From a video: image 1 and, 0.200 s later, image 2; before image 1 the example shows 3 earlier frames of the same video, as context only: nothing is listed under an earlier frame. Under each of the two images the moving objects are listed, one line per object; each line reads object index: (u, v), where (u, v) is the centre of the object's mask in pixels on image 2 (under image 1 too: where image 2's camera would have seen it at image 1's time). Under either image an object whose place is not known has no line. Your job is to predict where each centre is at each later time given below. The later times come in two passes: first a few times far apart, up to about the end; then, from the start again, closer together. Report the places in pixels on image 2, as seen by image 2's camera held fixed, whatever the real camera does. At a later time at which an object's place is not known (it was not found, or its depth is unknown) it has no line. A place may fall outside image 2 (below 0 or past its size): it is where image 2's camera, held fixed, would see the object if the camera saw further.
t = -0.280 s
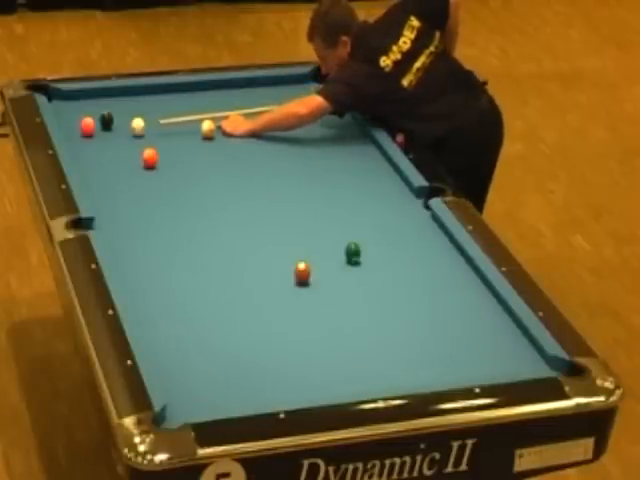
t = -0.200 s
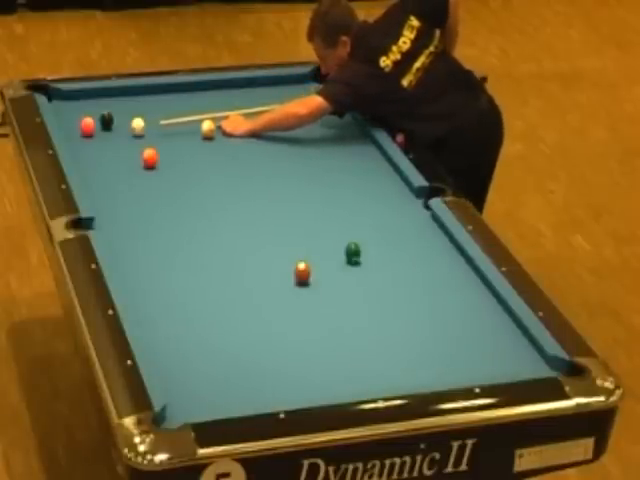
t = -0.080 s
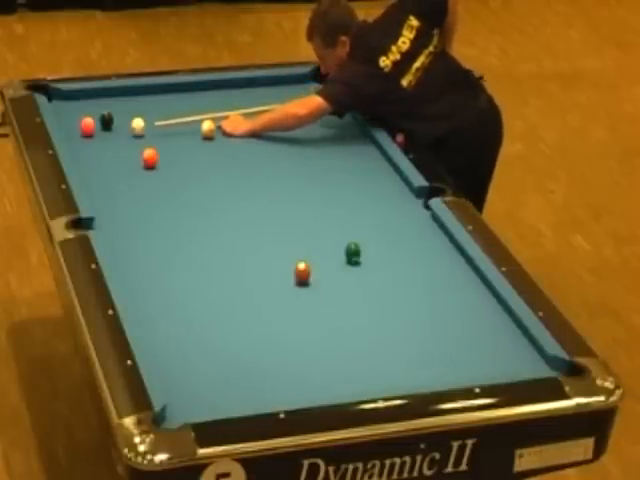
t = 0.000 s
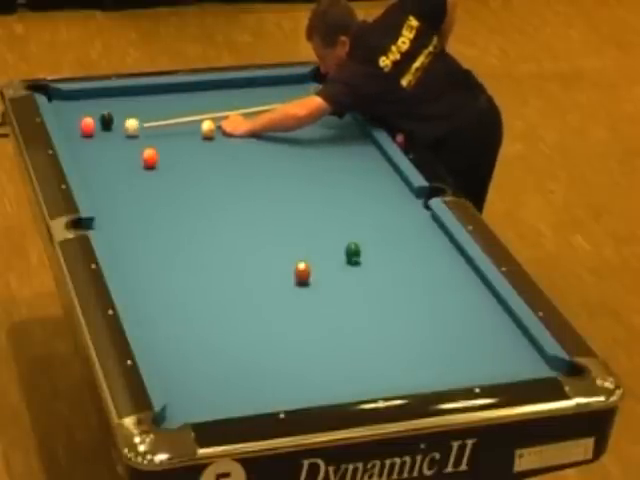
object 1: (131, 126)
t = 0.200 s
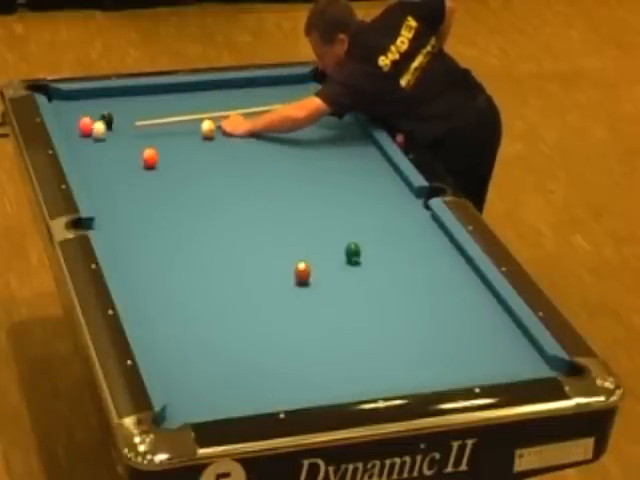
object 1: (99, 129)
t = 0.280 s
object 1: (93, 131)
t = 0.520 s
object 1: (75, 140)
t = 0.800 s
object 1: (85, 146)
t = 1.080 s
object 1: (102, 152)
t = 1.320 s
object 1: (116, 157)
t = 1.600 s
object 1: (131, 162)
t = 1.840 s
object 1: (143, 166)
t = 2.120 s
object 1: (156, 171)
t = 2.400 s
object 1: (168, 174)
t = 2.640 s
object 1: (176, 177)
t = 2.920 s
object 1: (186, 180)
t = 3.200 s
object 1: (194, 183)
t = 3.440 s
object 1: (199, 184)
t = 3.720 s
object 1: (205, 187)
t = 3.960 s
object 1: (208, 188)
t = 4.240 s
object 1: (211, 189)
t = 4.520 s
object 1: (214, 189)
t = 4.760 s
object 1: (214, 189)
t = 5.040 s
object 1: (214, 189)
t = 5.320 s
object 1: (214, 189)
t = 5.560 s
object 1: (214, 189)
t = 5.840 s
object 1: (214, 189)
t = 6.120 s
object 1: (214, 190)
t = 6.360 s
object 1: (214, 190)
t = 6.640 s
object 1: (213, 189)
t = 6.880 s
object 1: (213, 189)
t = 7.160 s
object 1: (213, 189)
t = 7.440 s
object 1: (213, 189)
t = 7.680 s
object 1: (213, 189)
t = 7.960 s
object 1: (213, 189)
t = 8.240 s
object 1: (213, 190)
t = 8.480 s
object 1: (213, 189)
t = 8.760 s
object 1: (214, 189)
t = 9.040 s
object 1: (213, 189)
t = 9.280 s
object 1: (213, 189)
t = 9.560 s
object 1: (213, 189)
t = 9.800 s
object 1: (213, 189)
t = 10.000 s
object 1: (213, 189)
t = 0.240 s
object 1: (96, 130)
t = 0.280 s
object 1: (93, 131)
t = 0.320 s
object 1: (90, 133)
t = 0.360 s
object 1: (87, 135)
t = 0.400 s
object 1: (84, 135)
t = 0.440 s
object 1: (80, 137)
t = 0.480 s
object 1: (77, 138)
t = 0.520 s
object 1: (75, 140)
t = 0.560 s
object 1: (72, 140)
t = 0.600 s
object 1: (72, 142)
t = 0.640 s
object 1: (75, 142)
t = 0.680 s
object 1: (77, 143)
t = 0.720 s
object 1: (79, 145)
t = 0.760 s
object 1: (82, 145)
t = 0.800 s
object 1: (85, 146)
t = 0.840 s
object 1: (87, 147)
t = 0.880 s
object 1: (90, 148)
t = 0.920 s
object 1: (92, 149)
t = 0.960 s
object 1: (95, 150)
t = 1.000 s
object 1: (97, 151)
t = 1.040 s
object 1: (100, 151)
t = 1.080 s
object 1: (102, 152)
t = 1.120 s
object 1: (105, 153)
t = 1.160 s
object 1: (107, 154)
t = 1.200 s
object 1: (109, 154)
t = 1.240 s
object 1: (112, 155)
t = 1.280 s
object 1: (114, 156)
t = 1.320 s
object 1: (116, 157)
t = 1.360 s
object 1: (119, 158)
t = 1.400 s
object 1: (121, 158)
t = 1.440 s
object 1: (123, 159)
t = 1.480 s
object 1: (125, 160)
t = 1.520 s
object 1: (127, 161)
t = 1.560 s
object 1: (129, 161)
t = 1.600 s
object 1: (131, 162)
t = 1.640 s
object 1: (133, 163)
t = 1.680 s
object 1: (135, 163)
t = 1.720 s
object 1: (137, 164)
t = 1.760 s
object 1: (139, 165)
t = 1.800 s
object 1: (141, 165)
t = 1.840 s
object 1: (143, 166)
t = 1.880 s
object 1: (145, 167)
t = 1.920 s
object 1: (147, 168)
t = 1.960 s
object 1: (149, 168)
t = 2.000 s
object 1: (151, 169)
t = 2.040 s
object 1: (152, 170)
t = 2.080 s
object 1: (155, 170)
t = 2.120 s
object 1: (156, 171)
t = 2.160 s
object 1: (158, 171)
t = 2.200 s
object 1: (159, 172)
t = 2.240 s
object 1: (161, 172)
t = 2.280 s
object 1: (163, 173)
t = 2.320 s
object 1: (165, 173)
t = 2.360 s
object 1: (166, 174)
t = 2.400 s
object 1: (168, 174)
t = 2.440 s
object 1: (169, 175)
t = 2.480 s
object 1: (171, 175)
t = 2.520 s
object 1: (172, 176)
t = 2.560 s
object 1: (174, 176)
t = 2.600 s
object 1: (175, 177)
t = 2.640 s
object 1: (176, 177)
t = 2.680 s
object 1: (178, 178)
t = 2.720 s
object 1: (179, 178)
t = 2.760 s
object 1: (181, 179)
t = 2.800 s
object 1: (182, 179)
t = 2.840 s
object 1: (183, 180)
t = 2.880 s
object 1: (184, 180)
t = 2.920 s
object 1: (186, 180)
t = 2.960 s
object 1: (187, 180)
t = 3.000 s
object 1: (188, 181)
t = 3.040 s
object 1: (189, 181)
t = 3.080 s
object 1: (190, 181)
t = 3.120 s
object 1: (191, 182)
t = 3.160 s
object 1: (193, 182)
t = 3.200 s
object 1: (194, 183)
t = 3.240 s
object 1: (195, 183)
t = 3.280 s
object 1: (195, 183)
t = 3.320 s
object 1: (197, 183)
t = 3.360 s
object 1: (198, 183)
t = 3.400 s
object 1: (199, 184)
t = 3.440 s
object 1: (199, 184)
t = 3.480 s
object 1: (200, 185)
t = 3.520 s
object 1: (201, 185)
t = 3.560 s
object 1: (202, 186)
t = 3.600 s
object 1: (203, 186)
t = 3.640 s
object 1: (203, 186)
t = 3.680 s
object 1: (204, 186)
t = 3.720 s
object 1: (205, 187)
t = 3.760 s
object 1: (206, 187)
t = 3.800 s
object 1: (206, 187)
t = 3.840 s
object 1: (207, 187)
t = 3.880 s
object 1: (207, 187)
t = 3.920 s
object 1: (208, 188)
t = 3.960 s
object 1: (208, 188)
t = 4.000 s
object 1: (209, 188)
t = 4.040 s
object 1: (209, 188)
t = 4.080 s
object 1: (210, 188)
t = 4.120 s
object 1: (210, 188)
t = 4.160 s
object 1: (211, 188)
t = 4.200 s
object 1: (211, 188)
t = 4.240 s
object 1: (211, 189)
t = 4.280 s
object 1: (212, 189)
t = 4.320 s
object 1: (212, 189)
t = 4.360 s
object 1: (213, 189)
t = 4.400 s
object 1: (213, 189)
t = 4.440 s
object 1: (213, 189)
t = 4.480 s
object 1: (213, 189)
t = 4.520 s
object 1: (214, 189)
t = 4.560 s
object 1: (214, 189)
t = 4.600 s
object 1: (214, 189)
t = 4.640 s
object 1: (214, 189)
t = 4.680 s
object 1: (214, 190)
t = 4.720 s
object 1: (214, 189)
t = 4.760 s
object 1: (214, 189)
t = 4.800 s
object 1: (214, 190)
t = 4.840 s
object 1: (214, 190)
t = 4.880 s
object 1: (214, 190)
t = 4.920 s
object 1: (214, 190)
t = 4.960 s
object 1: (214, 189)
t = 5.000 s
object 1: (214, 189)
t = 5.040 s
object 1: (214, 189)
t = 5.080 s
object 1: (214, 190)
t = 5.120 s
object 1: (214, 190)
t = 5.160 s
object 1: (214, 190)
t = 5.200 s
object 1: (214, 190)
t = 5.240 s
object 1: (214, 190)
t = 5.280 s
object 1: (214, 189)
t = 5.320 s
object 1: (214, 189)
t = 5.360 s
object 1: (214, 189)
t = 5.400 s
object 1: (214, 189)
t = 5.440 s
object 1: (214, 189)
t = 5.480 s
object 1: (214, 189)
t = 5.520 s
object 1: (214, 189)
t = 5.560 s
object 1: (214, 189)
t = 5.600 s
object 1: (214, 190)
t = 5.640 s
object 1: (214, 190)
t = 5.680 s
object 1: (214, 190)
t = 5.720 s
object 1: (214, 190)
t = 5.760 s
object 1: (214, 189)
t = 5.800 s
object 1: (214, 190)
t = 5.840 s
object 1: (214, 189)
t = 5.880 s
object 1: (214, 190)
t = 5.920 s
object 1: (214, 190)
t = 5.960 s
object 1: (214, 190)
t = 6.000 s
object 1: (214, 190)
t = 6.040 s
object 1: (214, 190)
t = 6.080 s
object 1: (214, 190)
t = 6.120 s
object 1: (214, 190)
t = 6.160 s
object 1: (214, 190)
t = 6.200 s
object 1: (214, 190)
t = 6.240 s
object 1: (214, 190)
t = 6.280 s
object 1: (214, 190)
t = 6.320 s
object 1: (214, 190)
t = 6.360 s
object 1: (214, 190)
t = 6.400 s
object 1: (214, 190)
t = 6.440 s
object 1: (214, 190)
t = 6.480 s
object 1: (214, 190)
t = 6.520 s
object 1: (214, 190)
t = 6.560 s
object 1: (214, 190)
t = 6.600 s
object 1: (214, 190)
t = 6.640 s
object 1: (213, 189)
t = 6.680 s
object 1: (213, 189)
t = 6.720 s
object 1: (213, 189)
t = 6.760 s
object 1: (213, 189)
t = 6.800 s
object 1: (213, 189)
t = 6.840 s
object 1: (213, 189)
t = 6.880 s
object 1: (213, 189)
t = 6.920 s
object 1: (213, 189)
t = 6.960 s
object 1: (213, 189)
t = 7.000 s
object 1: (213, 189)
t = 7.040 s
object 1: (213, 189)
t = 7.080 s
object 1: (213, 189)
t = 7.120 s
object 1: (213, 189)
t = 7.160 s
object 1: (213, 189)
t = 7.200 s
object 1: (213, 189)
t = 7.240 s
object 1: (213, 189)
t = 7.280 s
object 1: (213, 189)
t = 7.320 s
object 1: (213, 189)
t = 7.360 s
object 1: (213, 189)
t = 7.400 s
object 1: (213, 189)
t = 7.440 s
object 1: (213, 189)
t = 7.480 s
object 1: (213, 189)
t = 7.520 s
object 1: (213, 189)
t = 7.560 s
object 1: (213, 189)
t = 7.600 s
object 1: (213, 189)
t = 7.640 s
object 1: (213, 189)
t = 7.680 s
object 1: (213, 189)
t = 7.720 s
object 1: (213, 189)
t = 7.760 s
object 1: (213, 189)
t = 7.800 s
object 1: (213, 189)
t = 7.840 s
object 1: (213, 189)
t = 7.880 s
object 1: (213, 189)
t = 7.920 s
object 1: (213, 189)
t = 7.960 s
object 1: (213, 189)
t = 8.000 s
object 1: (213, 189)
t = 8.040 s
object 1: (213, 189)
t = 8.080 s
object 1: (213, 190)
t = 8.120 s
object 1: (213, 190)
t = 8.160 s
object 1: (213, 190)
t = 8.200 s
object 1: (213, 189)
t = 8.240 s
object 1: (213, 190)
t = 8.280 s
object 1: (213, 189)
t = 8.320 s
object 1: (213, 189)
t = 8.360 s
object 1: (213, 189)
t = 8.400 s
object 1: (213, 189)
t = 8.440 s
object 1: (213, 189)
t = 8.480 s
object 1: (213, 189)
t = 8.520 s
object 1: (213, 189)
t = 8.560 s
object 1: (213, 189)
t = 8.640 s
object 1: (213, 189)
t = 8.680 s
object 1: (213, 189)
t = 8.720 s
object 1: (213, 189)
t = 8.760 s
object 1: (214, 189)
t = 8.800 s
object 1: (213, 189)
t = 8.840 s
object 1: (213, 189)
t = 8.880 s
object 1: (213, 190)
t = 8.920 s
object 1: (213, 189)
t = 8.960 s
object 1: (213, 189)
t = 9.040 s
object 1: (213, 189)
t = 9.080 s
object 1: (213, 189)
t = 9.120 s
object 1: (213, 189)
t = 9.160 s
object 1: (213, 189)
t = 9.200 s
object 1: (213, 189)
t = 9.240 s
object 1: (213, 189)
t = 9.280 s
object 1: (213, 189)
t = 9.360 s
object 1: (213, 189)
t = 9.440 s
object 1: (213, 189)
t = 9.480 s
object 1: (213, 189)
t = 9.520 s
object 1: (213, 189)
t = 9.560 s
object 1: (213, 189)
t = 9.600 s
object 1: (213, 189)
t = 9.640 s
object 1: (213, 189)
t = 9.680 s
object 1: (213, 189)
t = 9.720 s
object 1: (213, 189)
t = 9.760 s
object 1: (213, 189)
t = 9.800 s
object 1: (213, 189)
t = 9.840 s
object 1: (213, 189)
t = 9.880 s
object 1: (213, 189)
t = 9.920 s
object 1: (213, 189)
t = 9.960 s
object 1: (213, 189)
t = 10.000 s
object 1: (213, 189)
